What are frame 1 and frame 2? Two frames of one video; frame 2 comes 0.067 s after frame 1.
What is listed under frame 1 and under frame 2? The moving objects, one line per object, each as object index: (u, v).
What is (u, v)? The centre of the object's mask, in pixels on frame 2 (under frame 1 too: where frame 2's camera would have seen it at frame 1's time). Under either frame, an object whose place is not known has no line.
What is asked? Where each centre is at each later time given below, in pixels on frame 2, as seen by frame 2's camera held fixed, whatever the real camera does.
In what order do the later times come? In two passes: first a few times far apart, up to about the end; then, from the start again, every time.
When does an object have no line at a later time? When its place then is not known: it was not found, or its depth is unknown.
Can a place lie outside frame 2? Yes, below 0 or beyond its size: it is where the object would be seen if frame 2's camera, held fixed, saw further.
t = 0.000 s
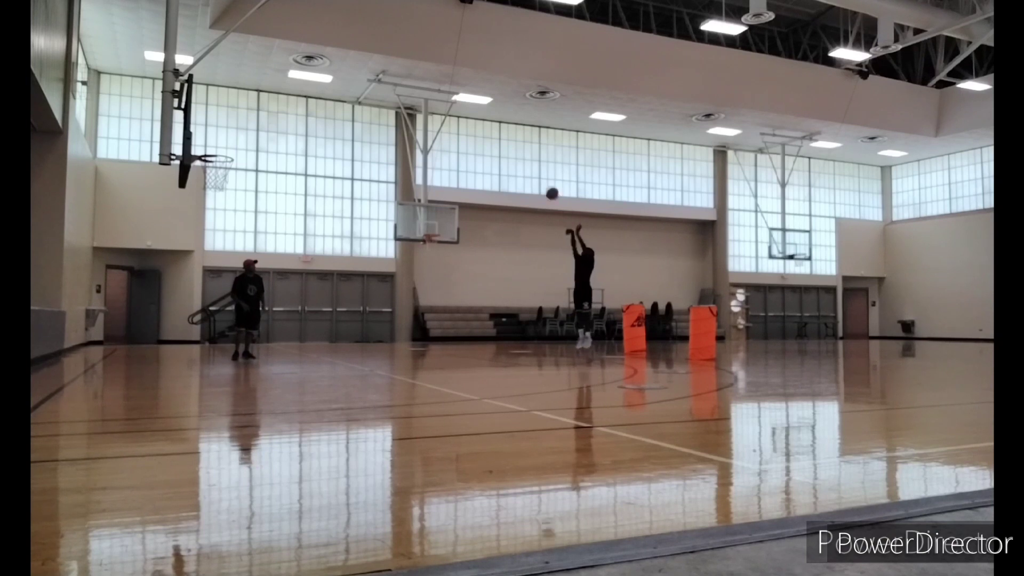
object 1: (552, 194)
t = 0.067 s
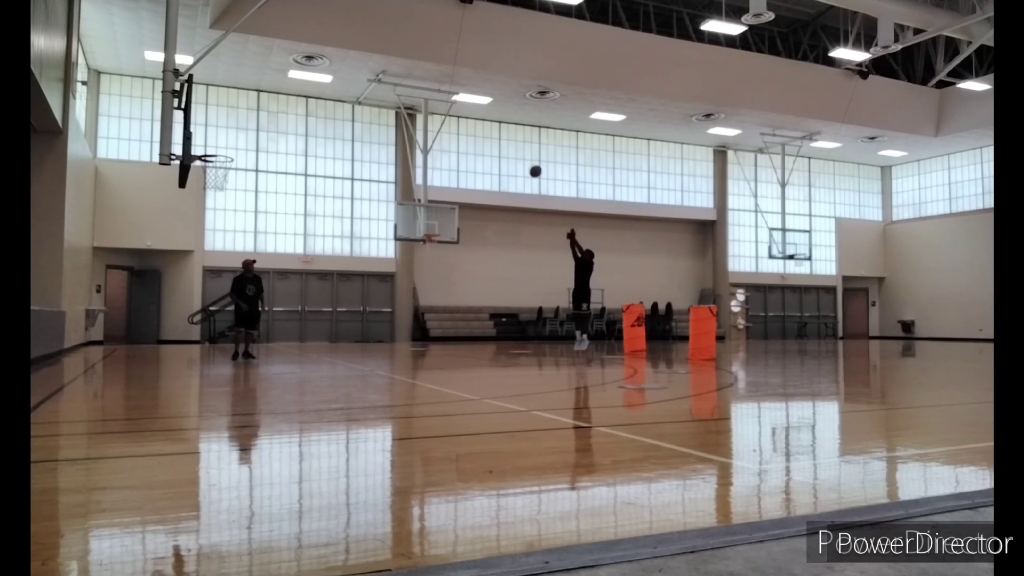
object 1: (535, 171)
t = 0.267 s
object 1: (484, 118)
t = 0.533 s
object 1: (412, 79)
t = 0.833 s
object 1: (325, 84)
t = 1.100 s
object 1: (241, 136)
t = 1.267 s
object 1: (197, 187)
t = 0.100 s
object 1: (527, 161)
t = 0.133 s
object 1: (518, 152)
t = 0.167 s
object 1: (510, 142)
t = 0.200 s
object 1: (501, 134)
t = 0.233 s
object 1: (493, 126)
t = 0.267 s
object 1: (484, 118)
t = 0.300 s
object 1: (475, 112)
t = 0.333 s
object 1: (466, 106)
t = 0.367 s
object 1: (457, 99)
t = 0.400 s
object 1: (448, 94)
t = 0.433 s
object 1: (439, 89)
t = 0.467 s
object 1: (430, 85)
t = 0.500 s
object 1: (421, 82)
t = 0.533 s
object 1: (412, 79)
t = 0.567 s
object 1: (403, 77)
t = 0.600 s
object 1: (393, 76)
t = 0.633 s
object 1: (383, 75)
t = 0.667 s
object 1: (374, 75)
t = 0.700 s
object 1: (364, 75)
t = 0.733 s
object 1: (354, 76)
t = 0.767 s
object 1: (345, 78)
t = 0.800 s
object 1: (335, 81)
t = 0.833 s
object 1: (325, 84)
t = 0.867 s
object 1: (315, 88)
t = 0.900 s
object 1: (304, 92)
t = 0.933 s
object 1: (294, 98)
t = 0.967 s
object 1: (284, 104)
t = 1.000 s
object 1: (273, 111)
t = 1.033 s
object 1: (263, 119)
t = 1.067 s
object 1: (252, 127)
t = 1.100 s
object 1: (241, 136)
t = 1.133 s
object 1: (230, 146)
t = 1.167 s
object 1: (219, 157)
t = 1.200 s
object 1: (207, 169)
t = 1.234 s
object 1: (200, 176)
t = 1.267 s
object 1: (197, 187)
